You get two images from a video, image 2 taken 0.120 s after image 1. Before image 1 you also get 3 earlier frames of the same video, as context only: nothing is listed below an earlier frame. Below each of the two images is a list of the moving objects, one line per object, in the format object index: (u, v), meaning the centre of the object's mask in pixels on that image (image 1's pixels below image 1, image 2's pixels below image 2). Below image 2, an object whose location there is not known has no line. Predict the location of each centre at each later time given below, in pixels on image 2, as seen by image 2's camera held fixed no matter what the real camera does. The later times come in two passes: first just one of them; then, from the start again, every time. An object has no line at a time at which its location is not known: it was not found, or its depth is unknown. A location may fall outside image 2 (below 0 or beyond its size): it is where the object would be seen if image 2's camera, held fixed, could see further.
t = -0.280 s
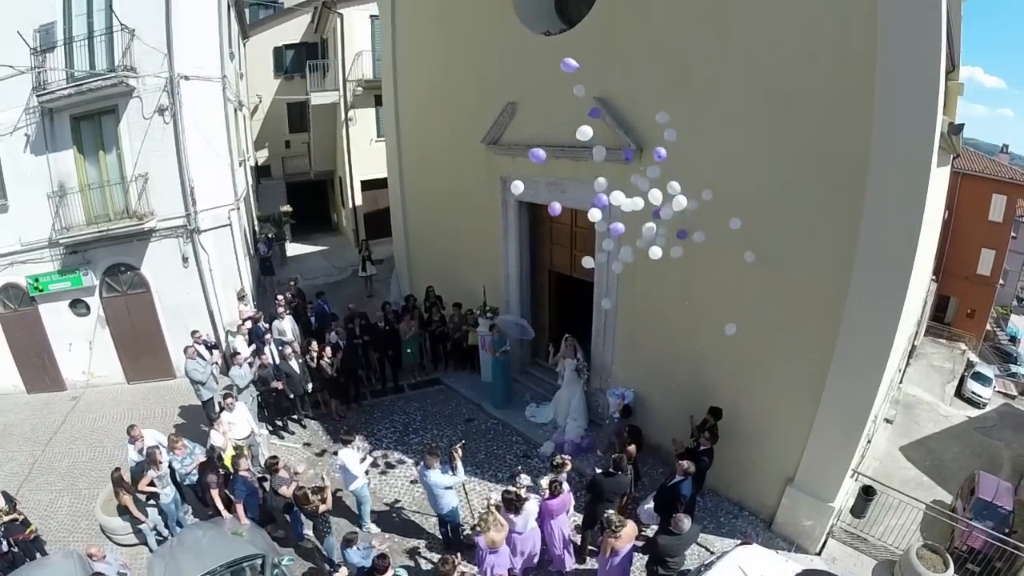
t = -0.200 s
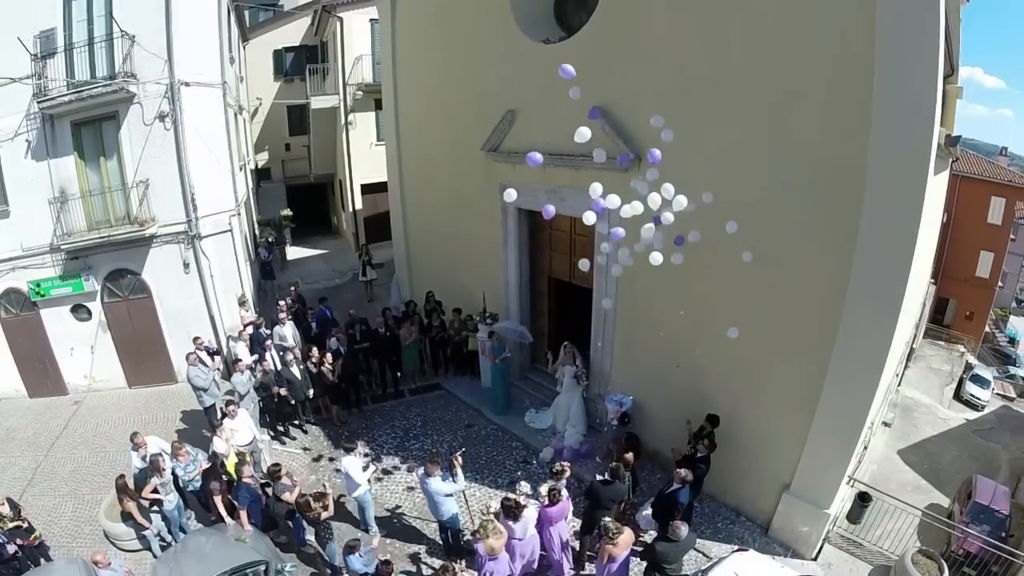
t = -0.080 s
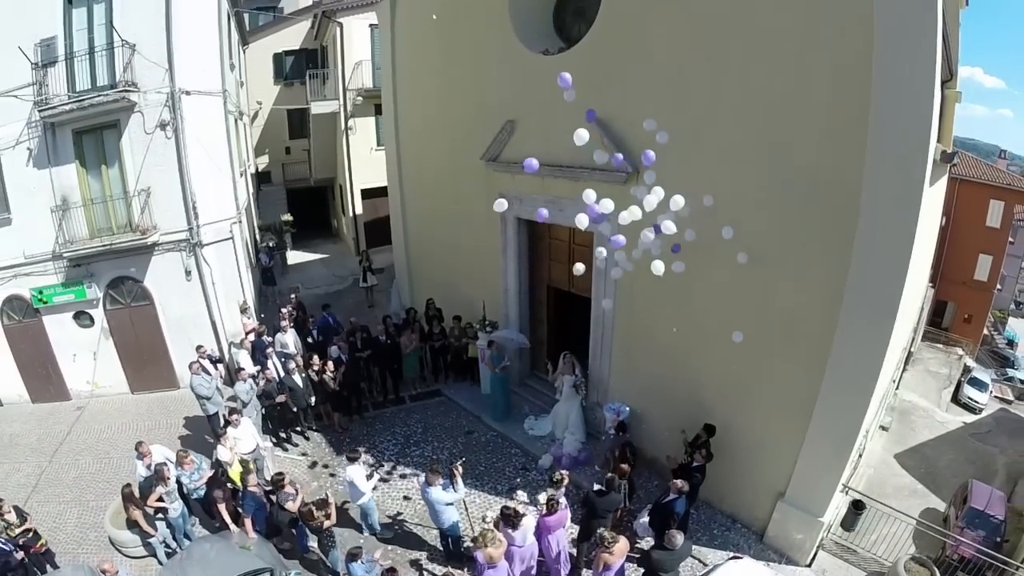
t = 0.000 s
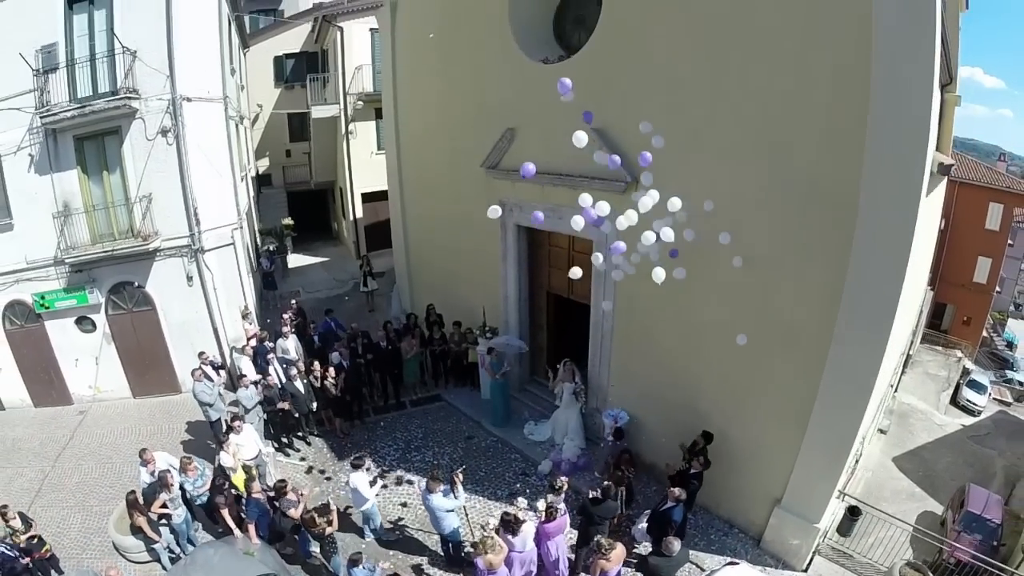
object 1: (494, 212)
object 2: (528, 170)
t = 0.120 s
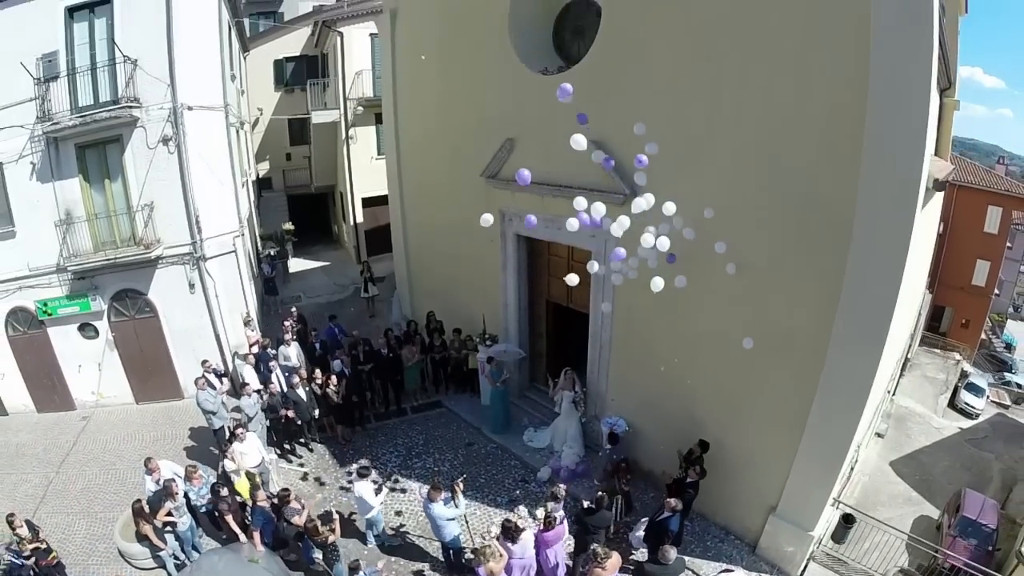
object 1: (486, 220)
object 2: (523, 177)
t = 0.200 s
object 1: (482, 218)
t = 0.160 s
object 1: (485, 219)
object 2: (522, 175)
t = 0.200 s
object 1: (482, 218)
